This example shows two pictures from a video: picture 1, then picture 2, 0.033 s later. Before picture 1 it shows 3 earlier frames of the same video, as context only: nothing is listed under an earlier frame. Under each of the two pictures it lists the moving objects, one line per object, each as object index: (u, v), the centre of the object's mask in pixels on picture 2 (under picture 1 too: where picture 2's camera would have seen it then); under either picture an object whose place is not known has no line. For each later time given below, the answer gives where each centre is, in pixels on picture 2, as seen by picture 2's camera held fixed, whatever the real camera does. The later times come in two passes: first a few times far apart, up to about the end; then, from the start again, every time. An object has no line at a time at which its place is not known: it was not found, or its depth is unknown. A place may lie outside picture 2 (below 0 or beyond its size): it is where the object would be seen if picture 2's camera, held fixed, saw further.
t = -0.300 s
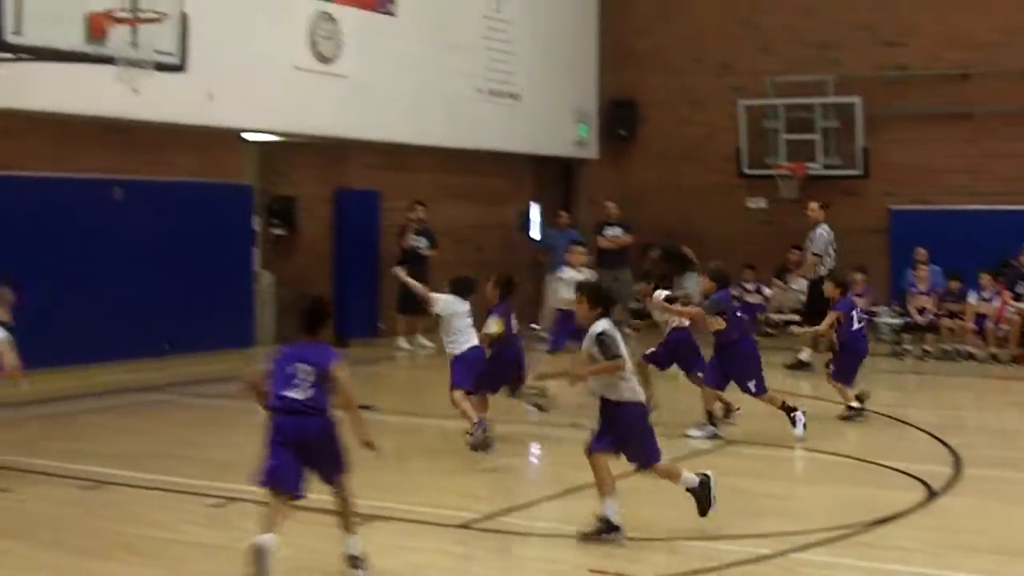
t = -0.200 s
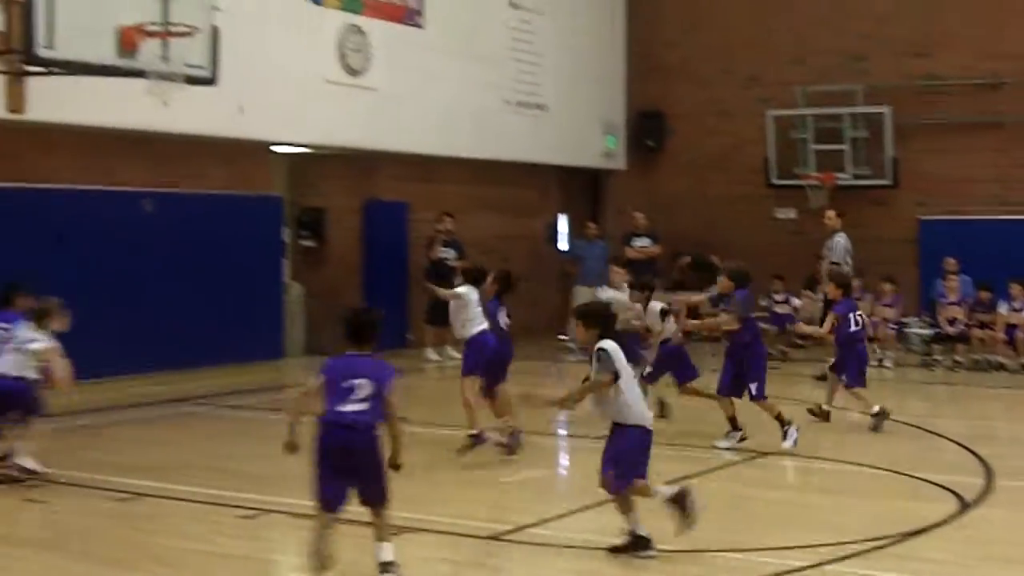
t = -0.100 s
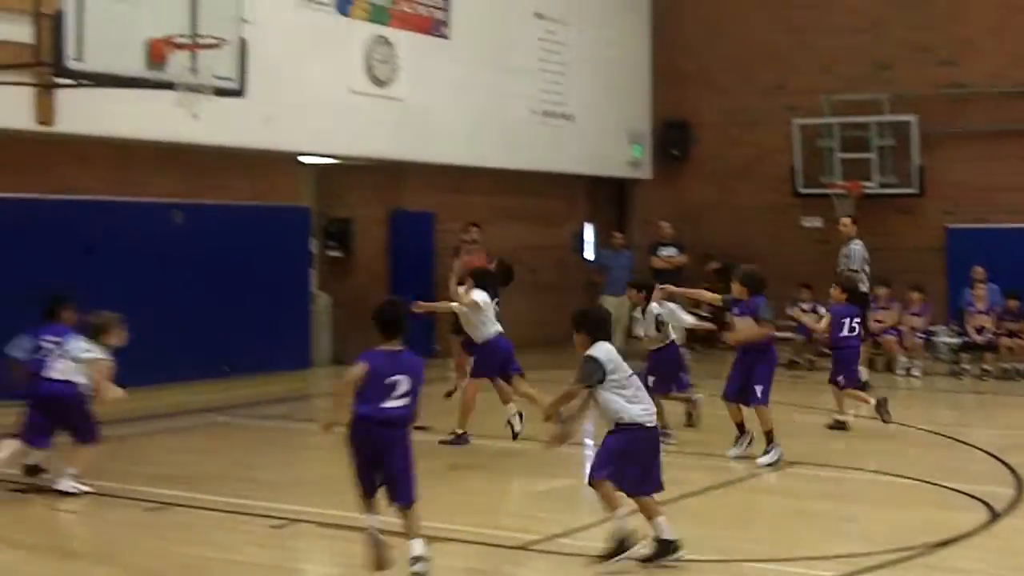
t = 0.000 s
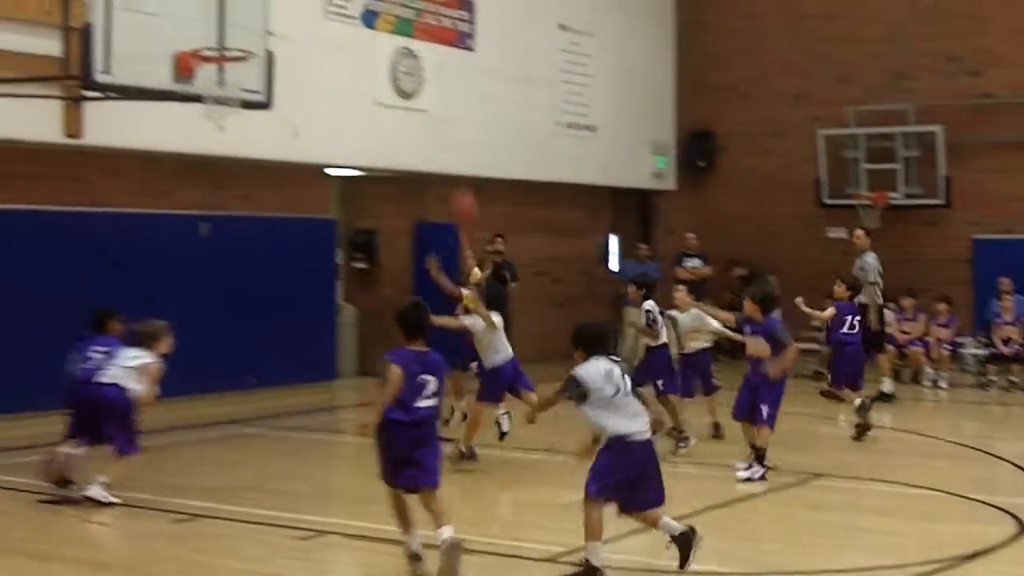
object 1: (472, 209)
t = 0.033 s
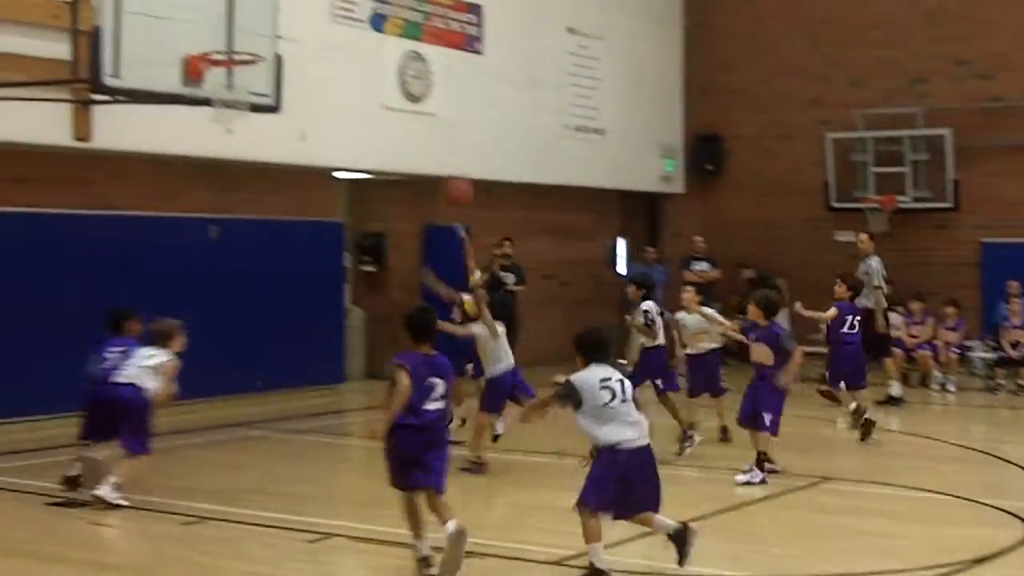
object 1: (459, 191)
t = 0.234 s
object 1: (371, 86)
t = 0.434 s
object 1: (287, 34)
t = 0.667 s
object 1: (243, 33)
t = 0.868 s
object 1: (235, 40)
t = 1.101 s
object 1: (207, 34)
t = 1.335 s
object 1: (181, 89)
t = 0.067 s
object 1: (443, 168)
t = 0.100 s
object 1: (428, 149)
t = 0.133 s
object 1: (415, 132)
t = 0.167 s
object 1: (399, 115)
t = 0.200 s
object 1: (385, 100)
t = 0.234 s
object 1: (371, 86)
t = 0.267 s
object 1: (358, 75)
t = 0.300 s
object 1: (343, 63)
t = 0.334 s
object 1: (329, 54)
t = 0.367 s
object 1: (314, 46)
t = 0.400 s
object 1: (301, 40)
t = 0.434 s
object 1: (287, 34)
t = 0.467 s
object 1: (272, 30)
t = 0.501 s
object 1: (259, 28)
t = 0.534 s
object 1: (246, 26)
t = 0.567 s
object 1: (231, 27)
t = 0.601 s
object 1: (233, 28)
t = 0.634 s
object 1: (237, 30)
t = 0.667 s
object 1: (243, 33)
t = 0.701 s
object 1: (247, 38)
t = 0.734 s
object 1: (252, 44)
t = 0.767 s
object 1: (249, 43)
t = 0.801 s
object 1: (245, 41)
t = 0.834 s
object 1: (240, 41)
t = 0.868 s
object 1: (235, 40)
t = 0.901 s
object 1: (230, 39)
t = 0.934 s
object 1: (225, 37)
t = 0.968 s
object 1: (221, 36)
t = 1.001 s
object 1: (218, 33)
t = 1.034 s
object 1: (215, 32)
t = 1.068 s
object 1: (211, 33)
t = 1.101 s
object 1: (207, 34)
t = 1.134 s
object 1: (203, 38)
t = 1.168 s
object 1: (199, 43)
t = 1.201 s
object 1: (195, 48)
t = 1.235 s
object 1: (193, 58)
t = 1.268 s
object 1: (189, 66)
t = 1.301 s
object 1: (184, 76)
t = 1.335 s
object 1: (181, 89)
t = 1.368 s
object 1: (177, 102)
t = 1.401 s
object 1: (173, 117)
